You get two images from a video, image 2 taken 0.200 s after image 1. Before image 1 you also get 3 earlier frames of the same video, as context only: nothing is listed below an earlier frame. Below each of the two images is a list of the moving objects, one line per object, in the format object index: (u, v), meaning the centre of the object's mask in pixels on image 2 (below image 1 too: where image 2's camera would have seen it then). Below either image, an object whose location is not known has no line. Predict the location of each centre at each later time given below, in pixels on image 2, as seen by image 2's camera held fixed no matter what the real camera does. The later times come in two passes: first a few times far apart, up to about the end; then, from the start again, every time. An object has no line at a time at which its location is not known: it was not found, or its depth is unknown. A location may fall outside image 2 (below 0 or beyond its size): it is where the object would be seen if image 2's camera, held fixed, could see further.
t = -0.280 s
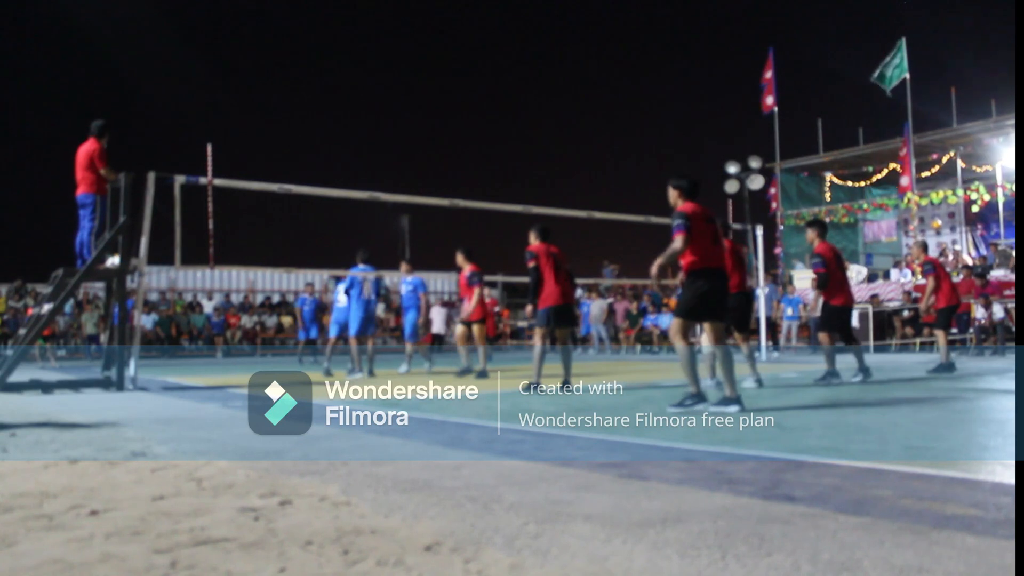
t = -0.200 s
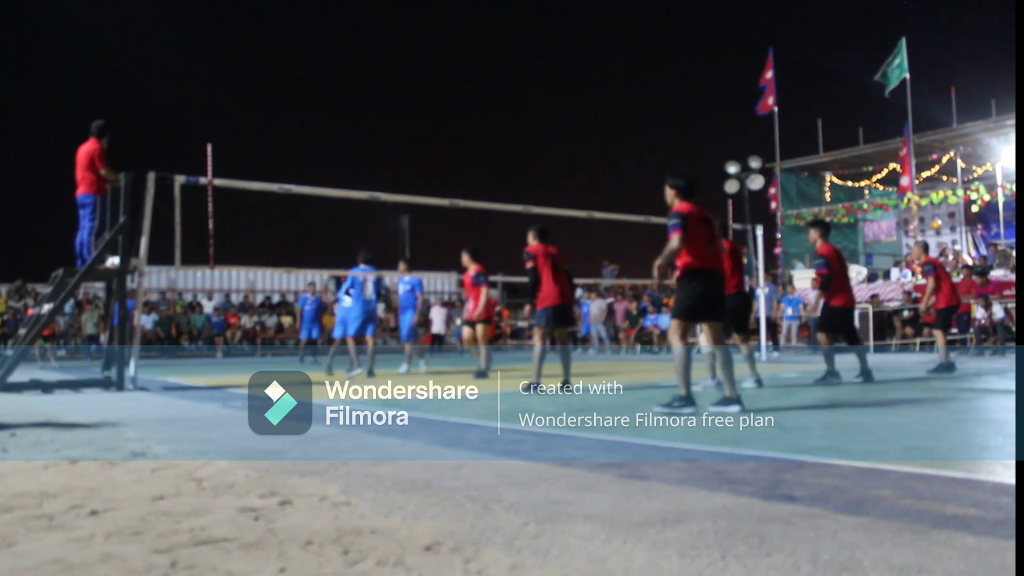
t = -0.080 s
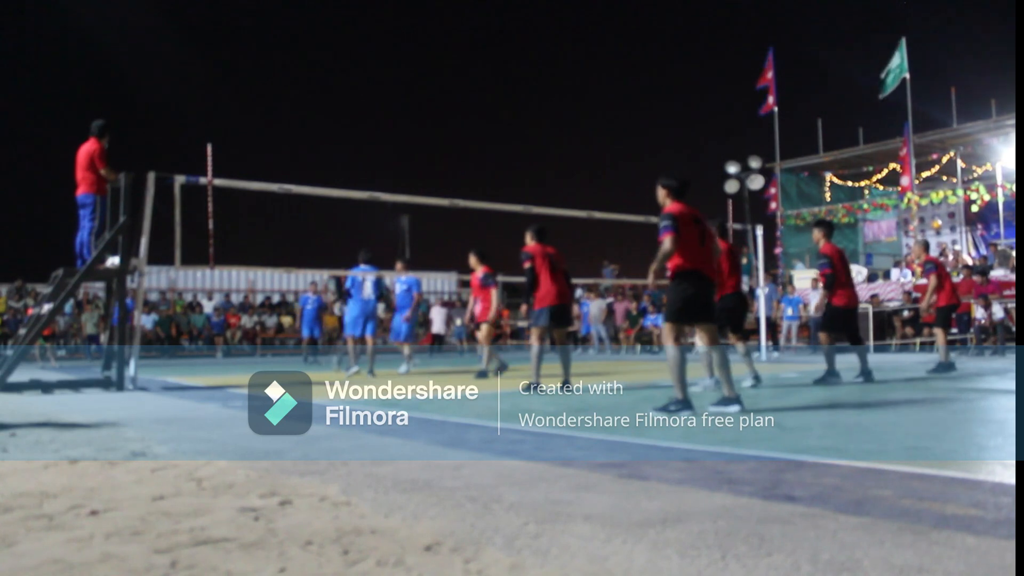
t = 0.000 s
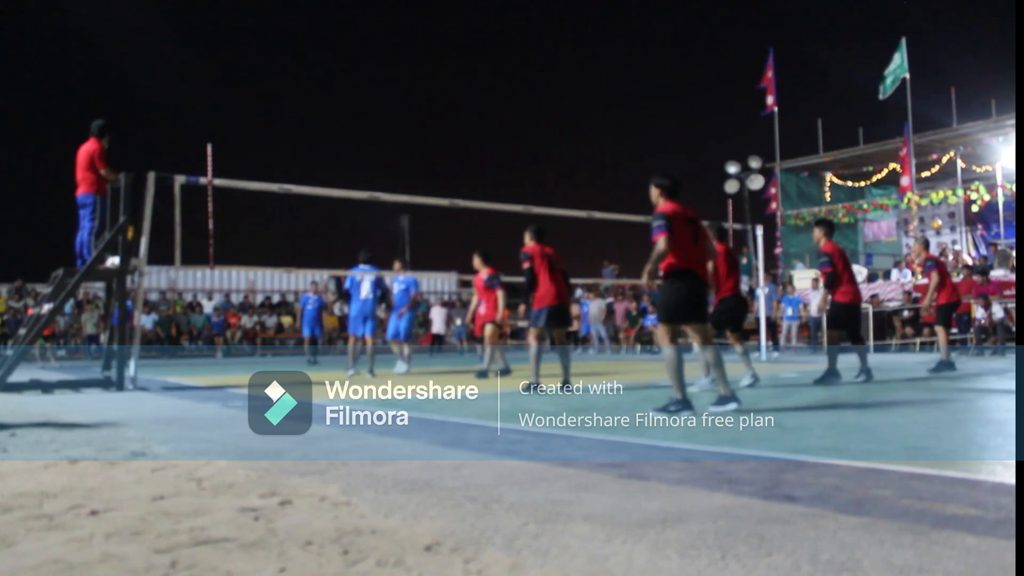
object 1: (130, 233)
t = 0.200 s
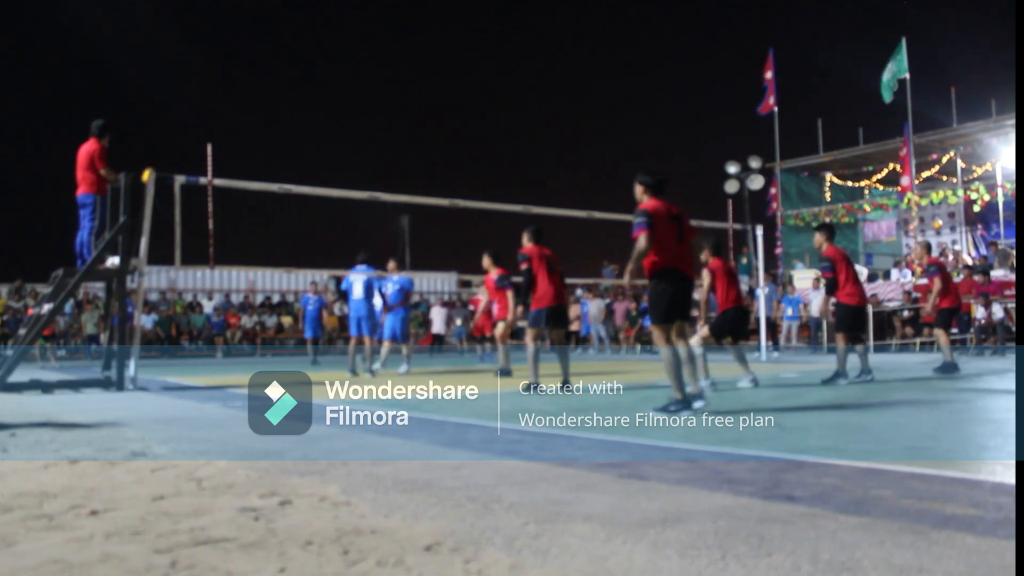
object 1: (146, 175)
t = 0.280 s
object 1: (158, 155)
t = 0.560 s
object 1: (198, 99)
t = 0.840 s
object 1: (256, 83)
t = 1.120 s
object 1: (352, 149)
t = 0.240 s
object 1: (153, 164)
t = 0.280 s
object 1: (158, 155)
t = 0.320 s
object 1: (162, 146)
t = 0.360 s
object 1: (168, 137)
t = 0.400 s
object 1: (173, 128)
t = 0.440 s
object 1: (179, 120)
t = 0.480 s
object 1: (185, 112)
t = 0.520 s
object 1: (191, 106)
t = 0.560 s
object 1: (198, 99)
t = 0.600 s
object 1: (204, 94)
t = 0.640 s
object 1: (211, 90)
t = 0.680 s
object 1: (219, 86)
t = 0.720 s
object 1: (227, 84)
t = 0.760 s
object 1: (236, 83)
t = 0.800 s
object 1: (246, 82)
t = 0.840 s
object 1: (256, 83)
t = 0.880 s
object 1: (266, 86)
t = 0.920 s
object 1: (278, 90)
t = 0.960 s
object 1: (290, 96)
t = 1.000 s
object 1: (303, 105)
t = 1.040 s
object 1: (317, 116)
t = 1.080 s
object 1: (333, 131)
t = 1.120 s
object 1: (352, 149)
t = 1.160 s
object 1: (370, 170)
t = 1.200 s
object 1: (392, 198)
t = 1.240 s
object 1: (418, 235)
